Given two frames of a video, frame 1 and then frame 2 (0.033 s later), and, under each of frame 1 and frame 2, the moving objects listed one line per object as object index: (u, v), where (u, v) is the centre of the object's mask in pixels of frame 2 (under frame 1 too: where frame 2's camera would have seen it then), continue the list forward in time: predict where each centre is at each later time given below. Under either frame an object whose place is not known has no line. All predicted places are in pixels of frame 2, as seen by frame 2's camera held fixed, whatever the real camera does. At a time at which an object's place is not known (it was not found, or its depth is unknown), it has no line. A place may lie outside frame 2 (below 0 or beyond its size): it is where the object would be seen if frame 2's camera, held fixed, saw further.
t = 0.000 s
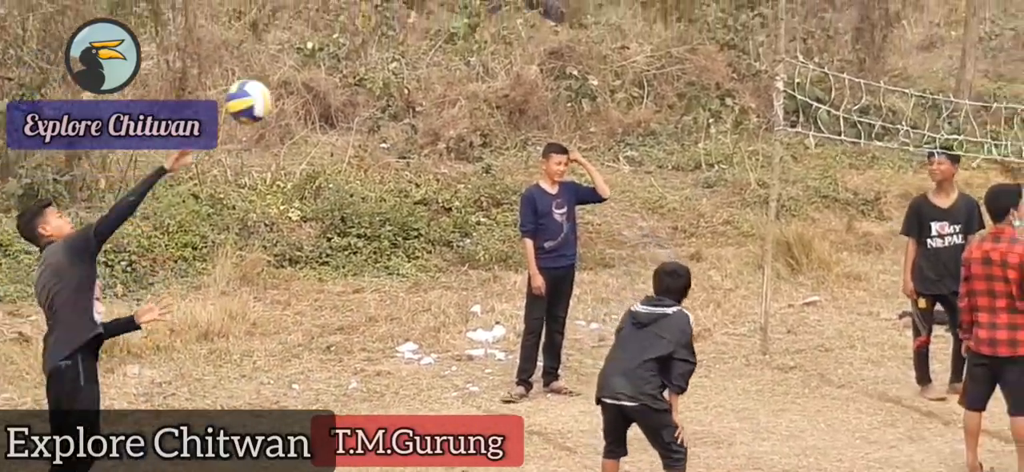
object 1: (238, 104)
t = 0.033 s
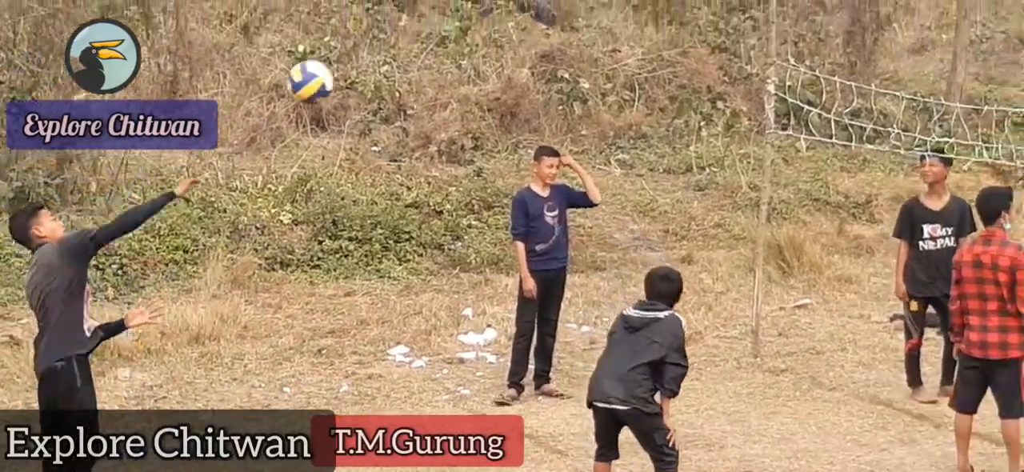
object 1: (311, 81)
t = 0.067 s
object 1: (378, 62)
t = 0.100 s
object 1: (441, 45)
